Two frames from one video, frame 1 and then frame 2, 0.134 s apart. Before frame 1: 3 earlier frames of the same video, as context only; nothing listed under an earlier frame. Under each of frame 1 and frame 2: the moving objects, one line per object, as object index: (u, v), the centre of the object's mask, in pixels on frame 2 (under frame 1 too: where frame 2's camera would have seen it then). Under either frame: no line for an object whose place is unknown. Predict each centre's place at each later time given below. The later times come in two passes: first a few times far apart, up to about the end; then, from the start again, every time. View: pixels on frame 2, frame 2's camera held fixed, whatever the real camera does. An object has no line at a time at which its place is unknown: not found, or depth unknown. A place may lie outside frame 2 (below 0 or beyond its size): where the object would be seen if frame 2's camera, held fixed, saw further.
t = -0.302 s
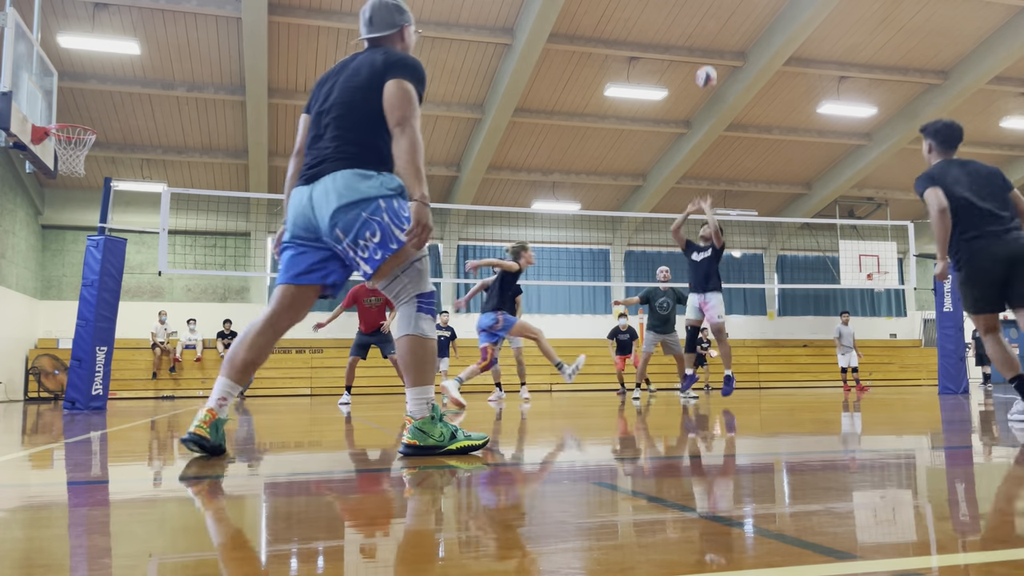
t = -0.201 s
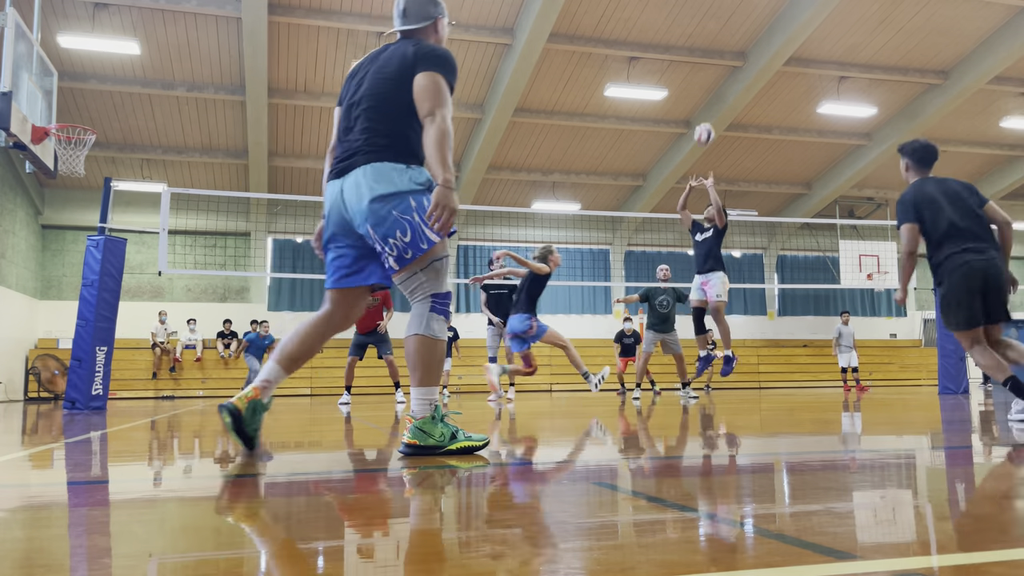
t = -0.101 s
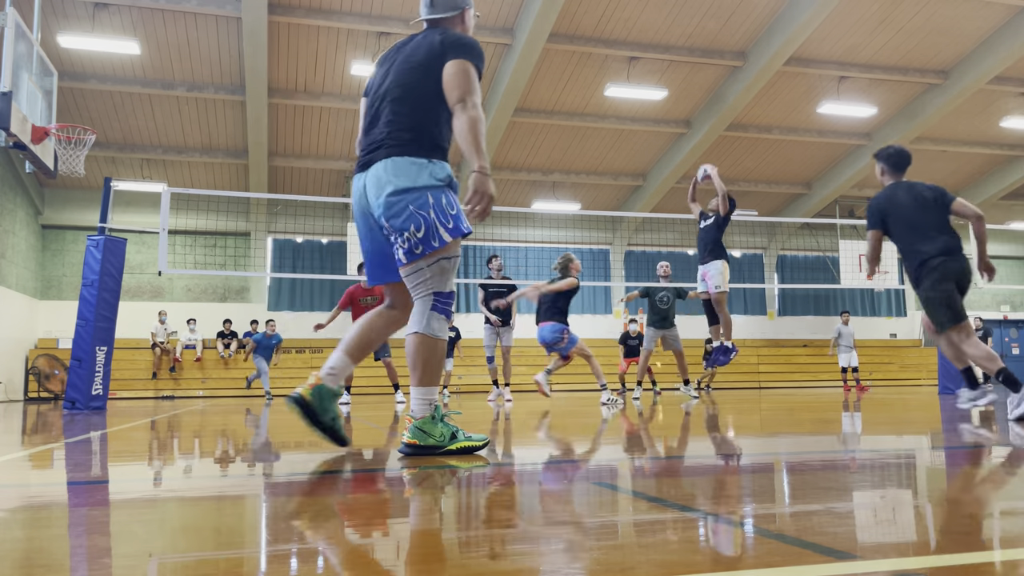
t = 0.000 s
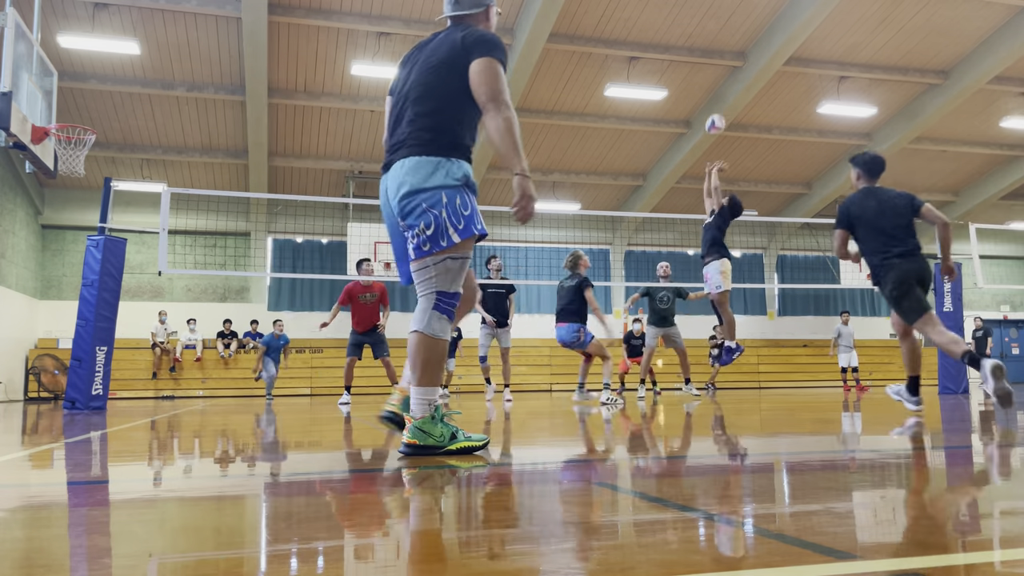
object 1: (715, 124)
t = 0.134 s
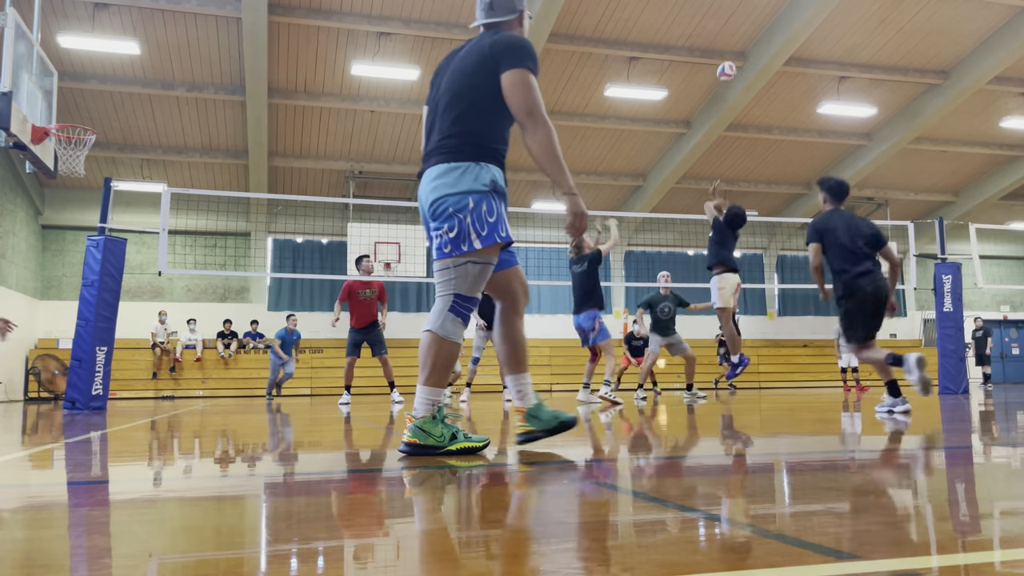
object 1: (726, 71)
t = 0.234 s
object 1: (735, 43)
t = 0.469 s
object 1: (754, 15)
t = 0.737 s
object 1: (776, 35)
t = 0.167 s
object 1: (729, 61)
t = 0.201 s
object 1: (732, 52)
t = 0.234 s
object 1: (735, 43)
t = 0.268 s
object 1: (737, 36)
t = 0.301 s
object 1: (740, 31)
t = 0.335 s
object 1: (743, 26)
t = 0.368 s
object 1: (746, 22)
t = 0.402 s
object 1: (748, 18)
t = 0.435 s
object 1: (751, 16)
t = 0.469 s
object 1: (754, 15)
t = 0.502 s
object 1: (757, 15)
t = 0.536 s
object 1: (760, 15)
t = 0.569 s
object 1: (762, 16)
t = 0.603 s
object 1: (765, 19)
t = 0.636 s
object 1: (768, 22)
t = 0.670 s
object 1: (771, 25)
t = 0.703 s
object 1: (773, 30)
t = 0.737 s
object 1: (776, 35)
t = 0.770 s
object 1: (779, 41)
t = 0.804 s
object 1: (782, 48)
